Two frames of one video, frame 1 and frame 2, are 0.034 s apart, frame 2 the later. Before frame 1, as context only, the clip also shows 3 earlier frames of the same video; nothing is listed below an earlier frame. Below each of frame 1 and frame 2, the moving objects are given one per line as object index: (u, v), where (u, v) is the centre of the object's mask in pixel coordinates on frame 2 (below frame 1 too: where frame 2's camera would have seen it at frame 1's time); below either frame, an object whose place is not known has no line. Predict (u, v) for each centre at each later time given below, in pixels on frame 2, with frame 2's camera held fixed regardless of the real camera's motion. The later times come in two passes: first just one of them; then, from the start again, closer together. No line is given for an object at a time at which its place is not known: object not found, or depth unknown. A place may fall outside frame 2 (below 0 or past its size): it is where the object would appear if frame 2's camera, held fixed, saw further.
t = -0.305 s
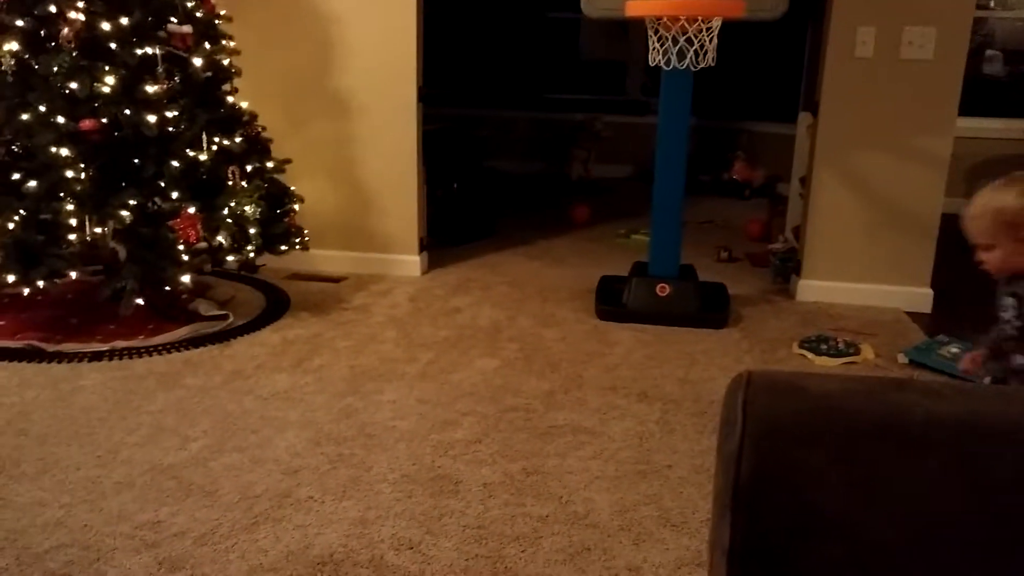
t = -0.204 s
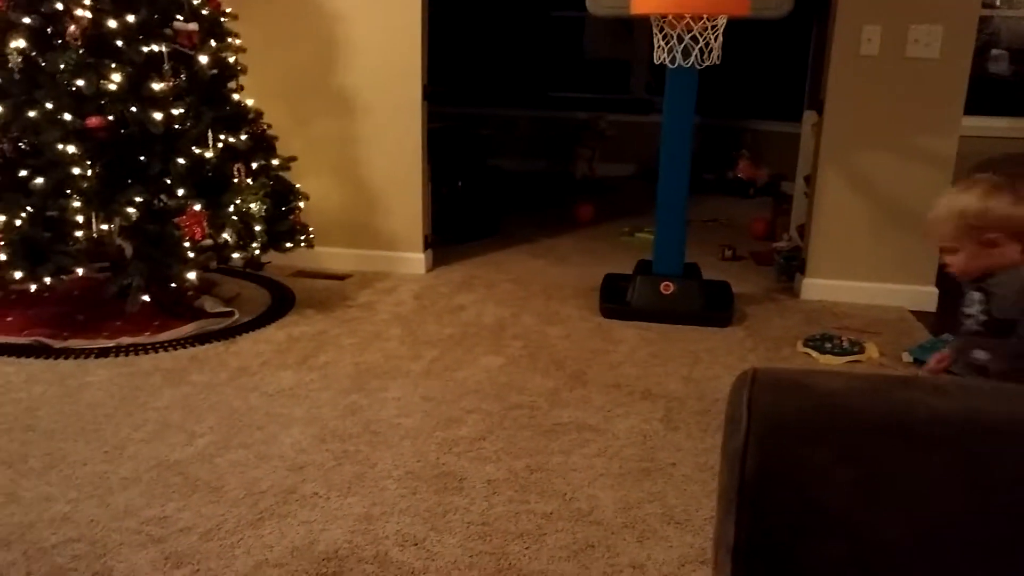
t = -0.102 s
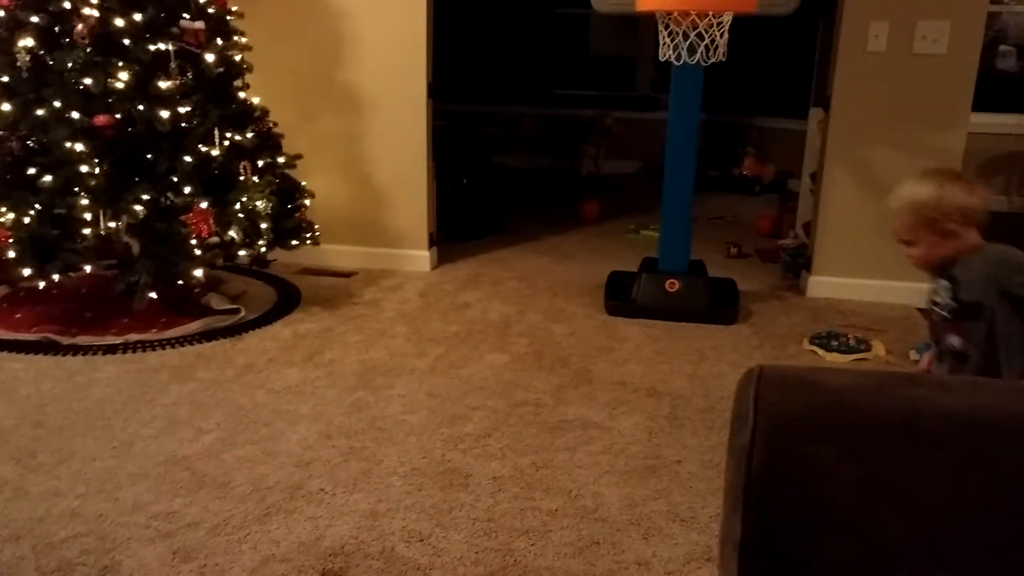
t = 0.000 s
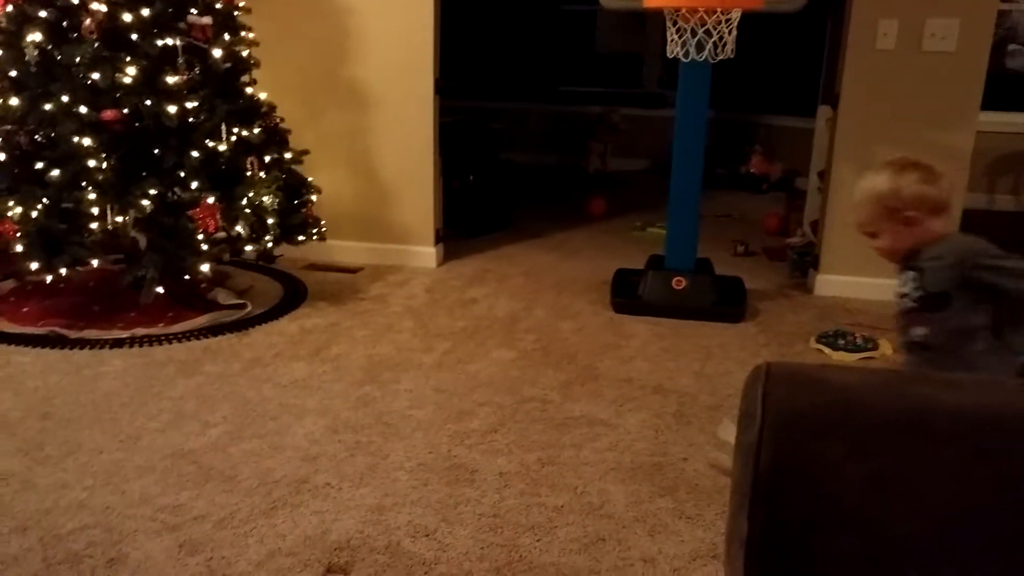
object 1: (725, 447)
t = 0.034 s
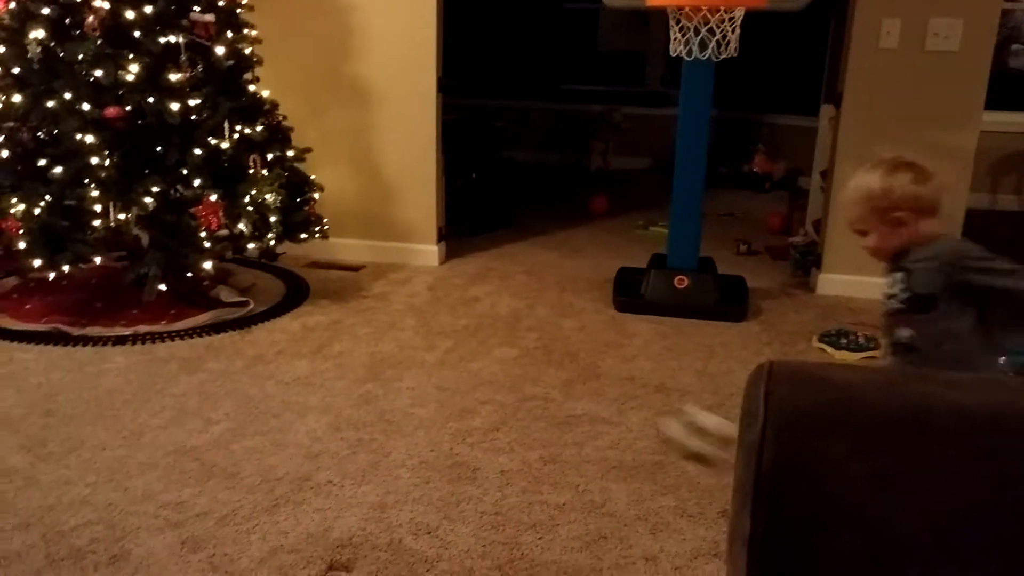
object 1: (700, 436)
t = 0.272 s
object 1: (365, 438)
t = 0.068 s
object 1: (655, 422)
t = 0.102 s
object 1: (606, 412)
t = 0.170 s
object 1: (512, 404)
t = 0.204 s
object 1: (462, 414)
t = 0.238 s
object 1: (415, 420)
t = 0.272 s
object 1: (365, 438)
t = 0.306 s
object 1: (323, 458)
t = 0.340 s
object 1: (290, 453)
